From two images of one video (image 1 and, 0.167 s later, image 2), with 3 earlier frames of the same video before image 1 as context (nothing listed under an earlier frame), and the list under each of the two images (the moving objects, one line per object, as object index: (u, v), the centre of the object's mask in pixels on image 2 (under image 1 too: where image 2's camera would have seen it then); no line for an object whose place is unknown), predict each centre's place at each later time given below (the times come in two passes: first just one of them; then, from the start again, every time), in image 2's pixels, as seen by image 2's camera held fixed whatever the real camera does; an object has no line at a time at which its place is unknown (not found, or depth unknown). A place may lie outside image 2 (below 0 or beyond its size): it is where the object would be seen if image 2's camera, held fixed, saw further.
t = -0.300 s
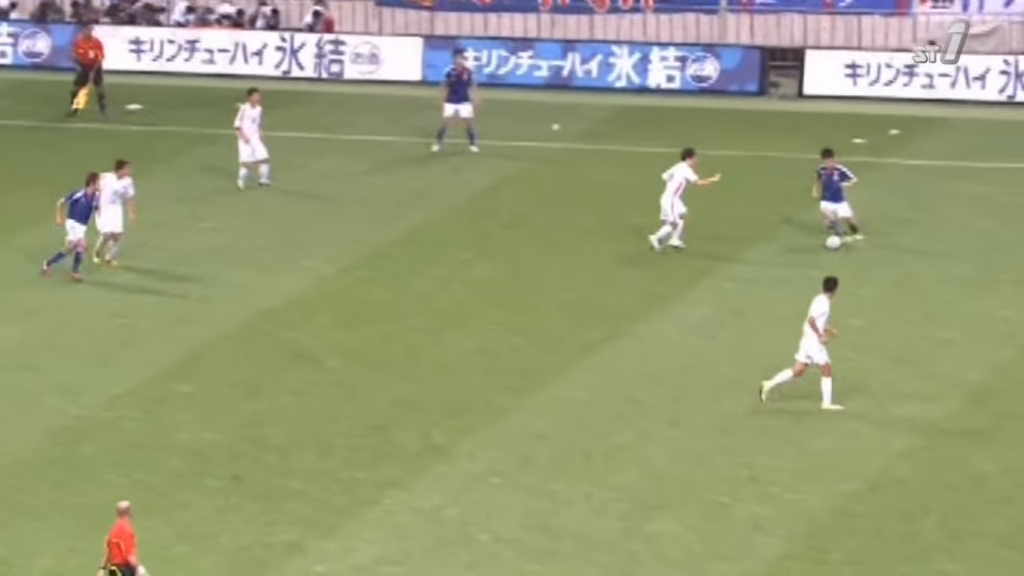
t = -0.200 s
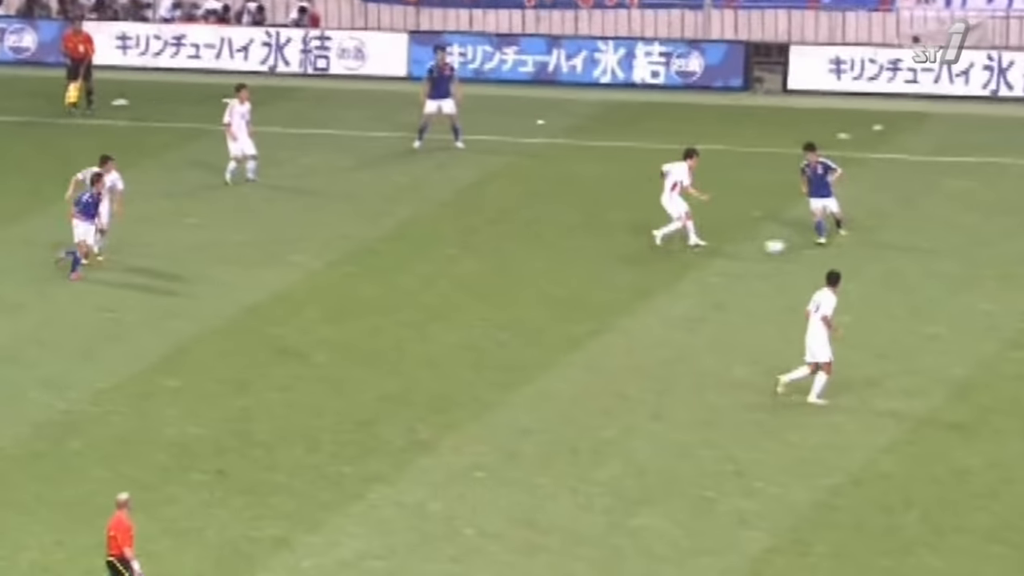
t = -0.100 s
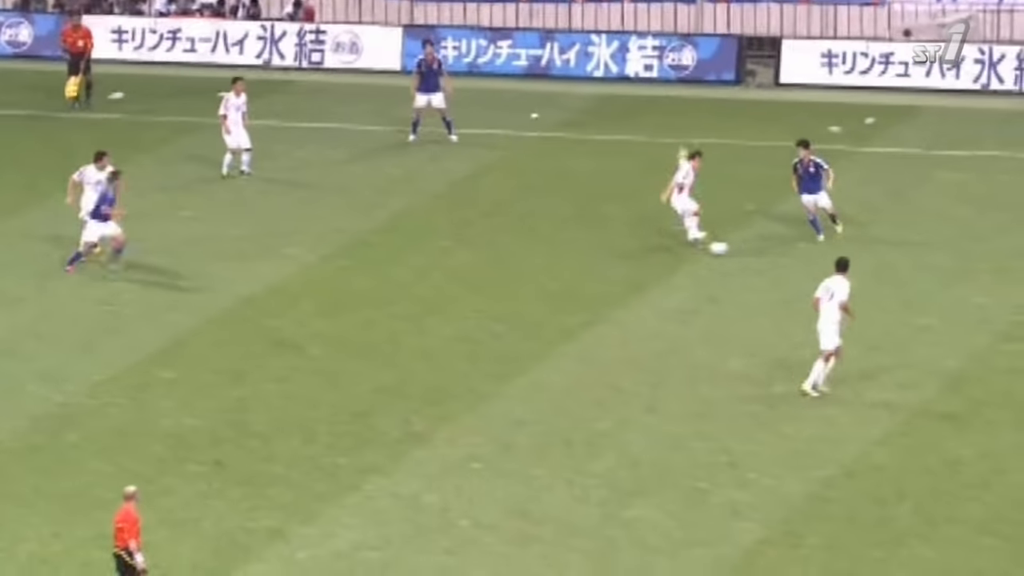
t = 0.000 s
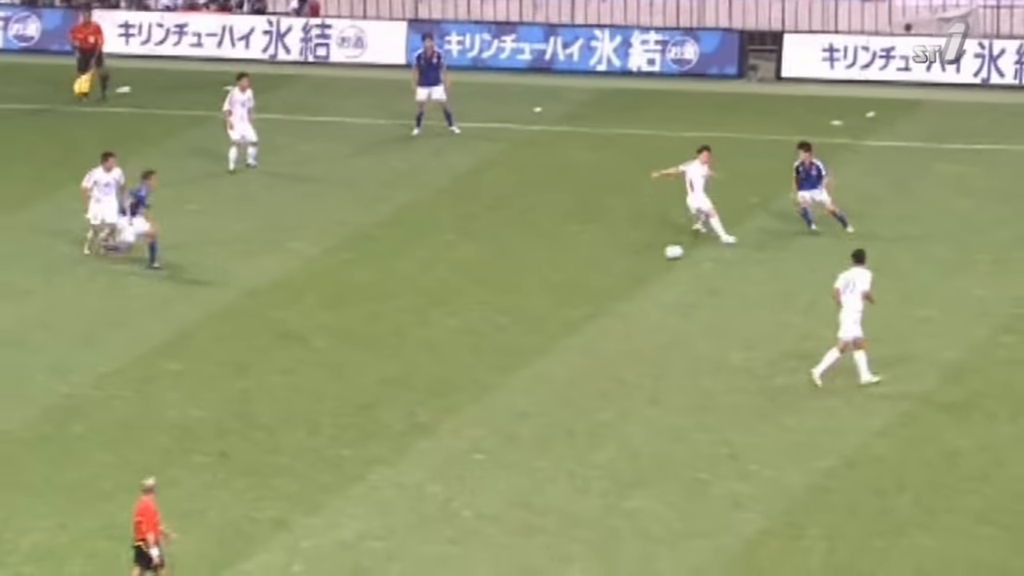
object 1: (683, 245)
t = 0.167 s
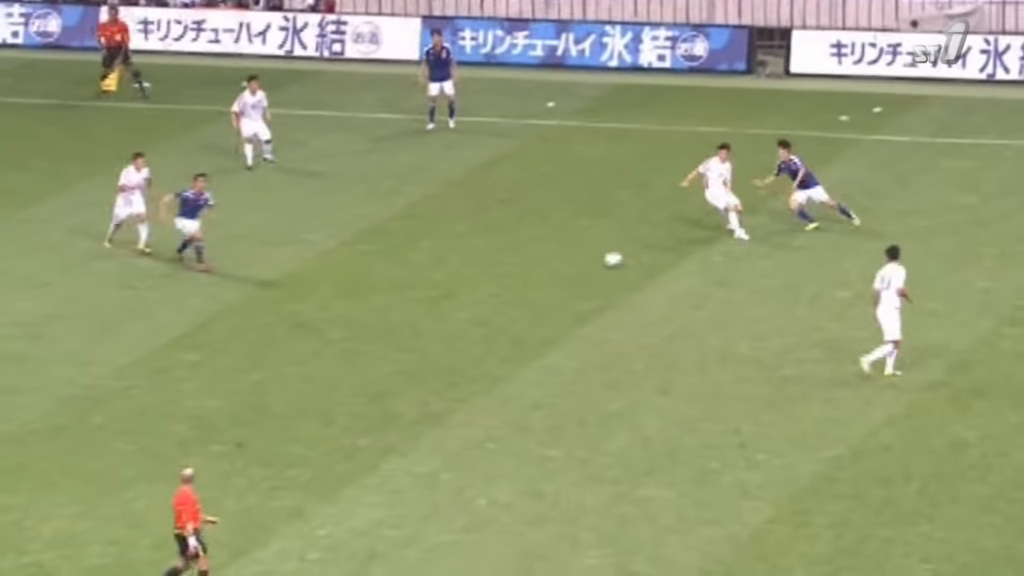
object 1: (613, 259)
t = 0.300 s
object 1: (561, 271)
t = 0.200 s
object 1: (599, 263)
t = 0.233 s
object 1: (587, 265)
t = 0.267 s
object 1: (574, 268)
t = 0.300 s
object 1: (561, 271)
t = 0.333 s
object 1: (547, 274)
